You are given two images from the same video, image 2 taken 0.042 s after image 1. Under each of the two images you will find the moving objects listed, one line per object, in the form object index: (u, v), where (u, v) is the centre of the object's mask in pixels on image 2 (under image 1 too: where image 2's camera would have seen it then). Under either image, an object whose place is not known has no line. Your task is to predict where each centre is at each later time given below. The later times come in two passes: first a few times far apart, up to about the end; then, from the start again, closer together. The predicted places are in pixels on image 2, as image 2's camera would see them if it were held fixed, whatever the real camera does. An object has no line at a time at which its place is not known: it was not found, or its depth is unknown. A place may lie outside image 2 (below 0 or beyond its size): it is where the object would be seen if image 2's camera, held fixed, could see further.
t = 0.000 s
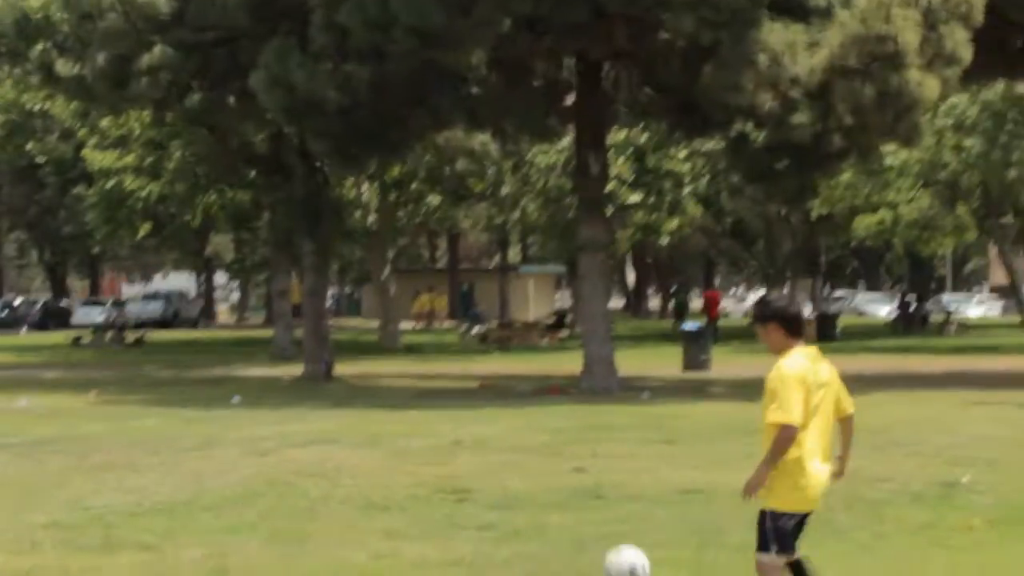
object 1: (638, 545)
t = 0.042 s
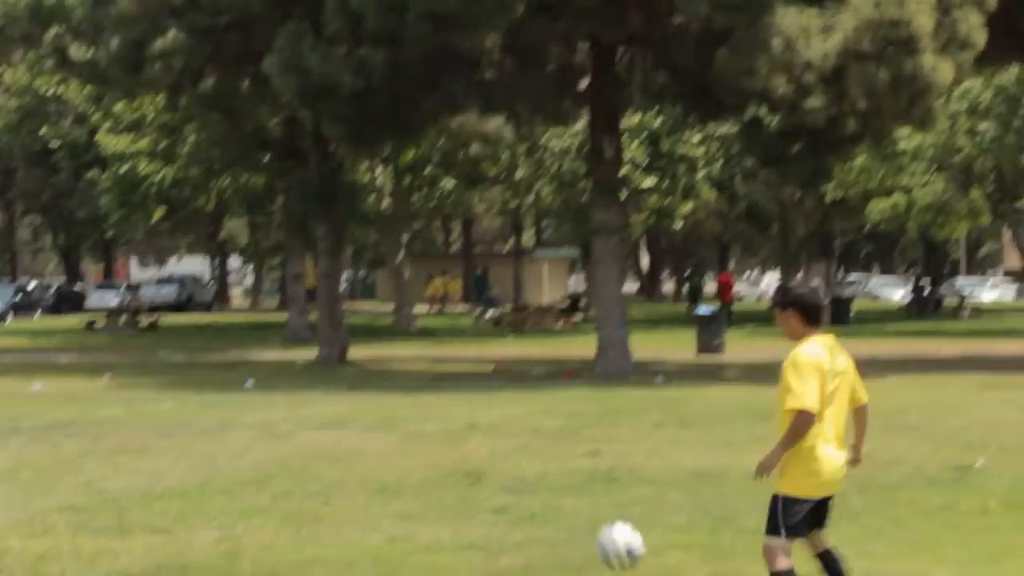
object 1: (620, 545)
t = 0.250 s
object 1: (530, 564)
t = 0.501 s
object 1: (477, 570)
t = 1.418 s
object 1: (426, 561)
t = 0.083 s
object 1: (603, 540)
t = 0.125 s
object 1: (585, 540)
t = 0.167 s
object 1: (566, 546)
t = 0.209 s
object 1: (548, 553)
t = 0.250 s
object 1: (530, 564)
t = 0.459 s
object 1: (480, 574)
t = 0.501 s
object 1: (477, 570)
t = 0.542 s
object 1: (475, 569)
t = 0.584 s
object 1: (474, 571)
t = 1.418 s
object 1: (426, 561)
